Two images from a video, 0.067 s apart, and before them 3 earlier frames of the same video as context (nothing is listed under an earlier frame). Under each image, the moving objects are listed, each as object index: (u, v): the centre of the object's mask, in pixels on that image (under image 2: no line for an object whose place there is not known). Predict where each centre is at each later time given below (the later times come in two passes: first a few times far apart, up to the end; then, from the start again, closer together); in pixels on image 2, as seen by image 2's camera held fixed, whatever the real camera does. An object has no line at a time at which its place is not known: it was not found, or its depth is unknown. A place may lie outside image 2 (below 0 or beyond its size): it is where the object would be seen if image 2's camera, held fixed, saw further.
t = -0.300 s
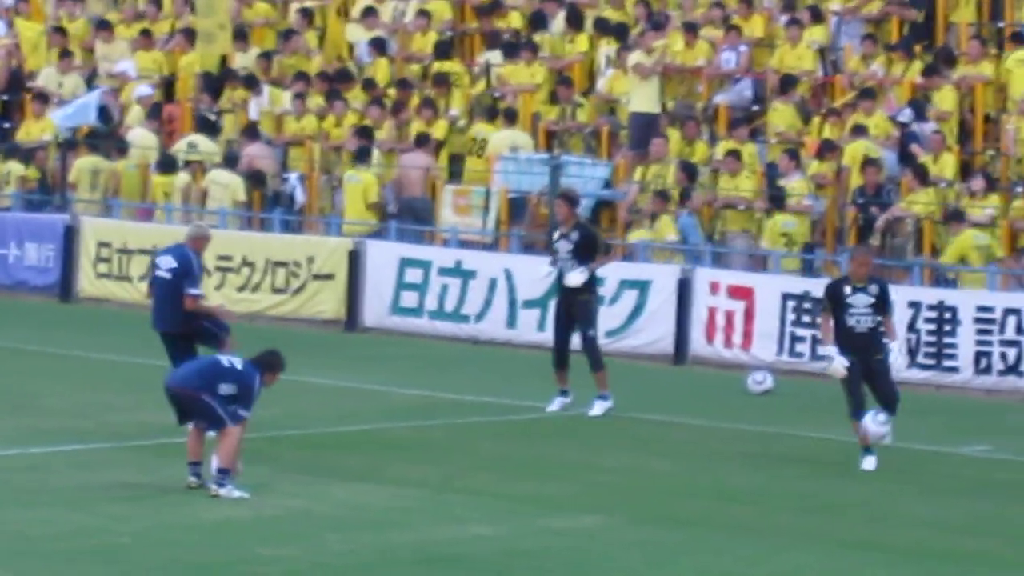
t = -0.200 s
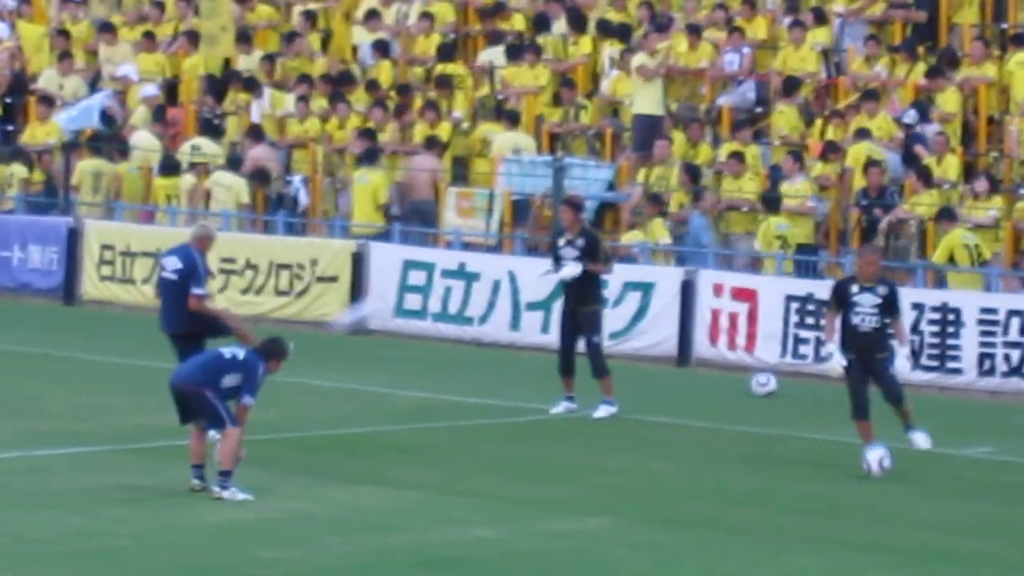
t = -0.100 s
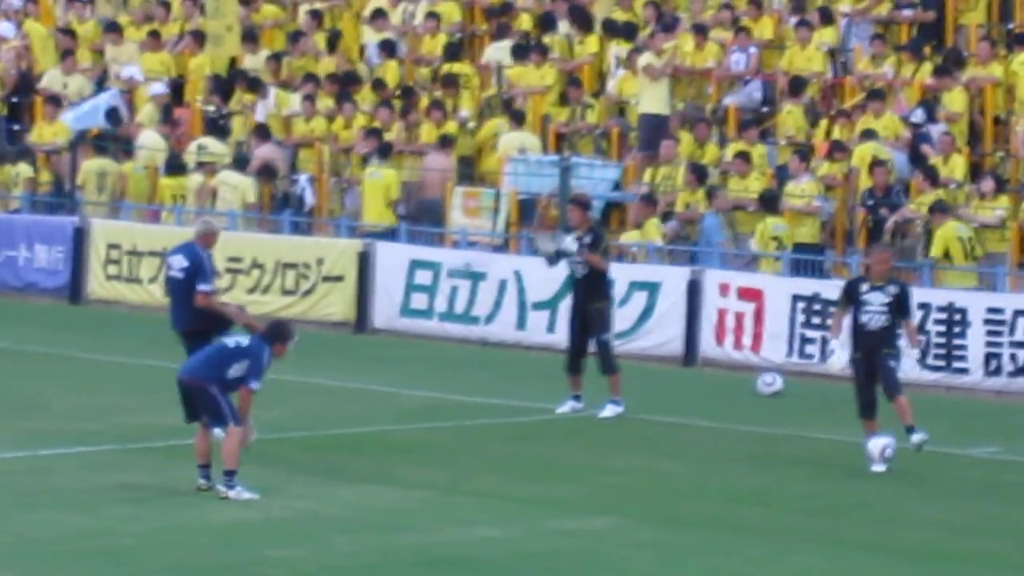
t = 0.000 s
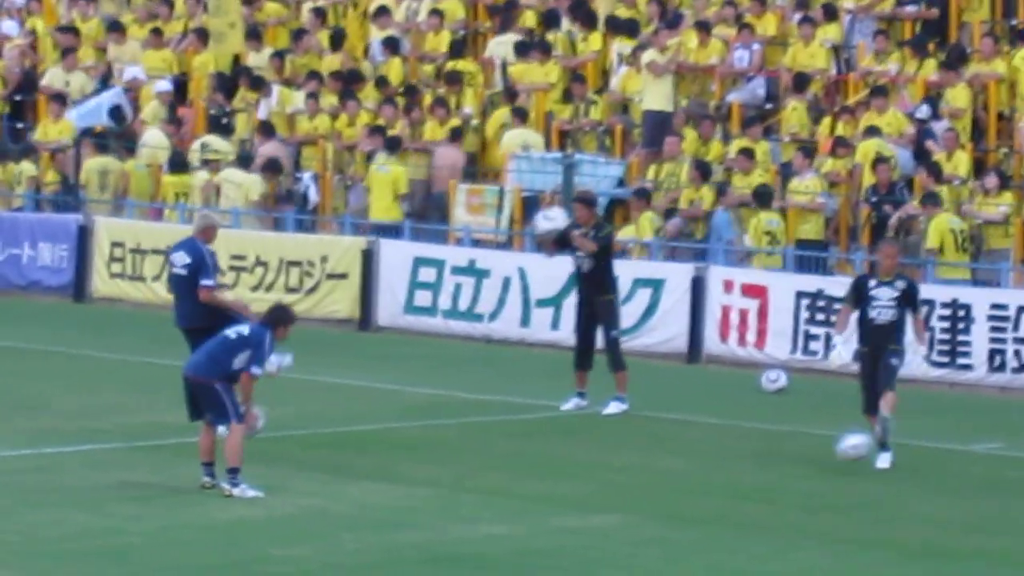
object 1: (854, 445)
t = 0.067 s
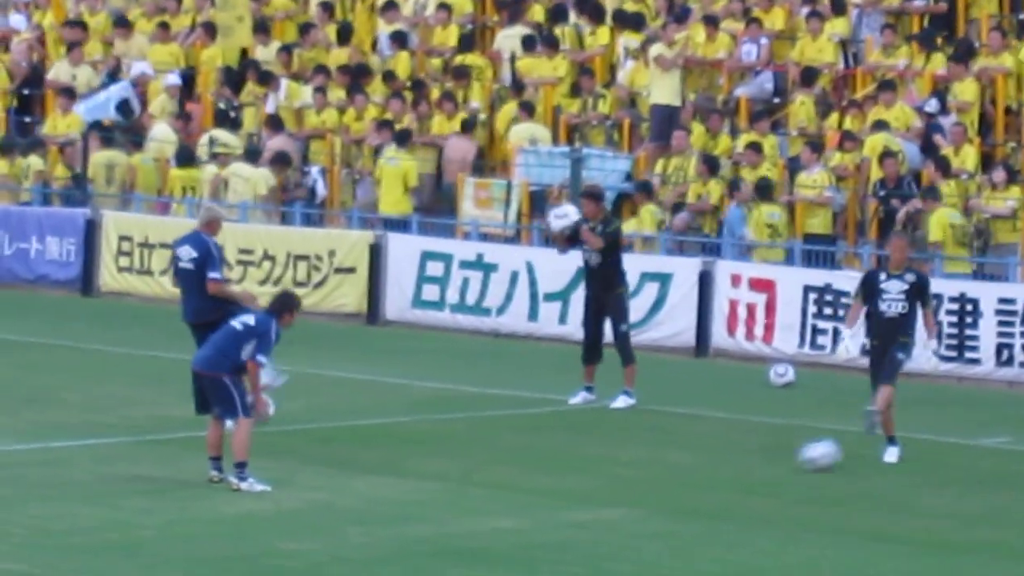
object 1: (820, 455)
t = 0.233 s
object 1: (746, 449)
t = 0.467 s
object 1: (653, 459)
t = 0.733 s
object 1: (551, 468)
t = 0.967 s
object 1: (466, 469)
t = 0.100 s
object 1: (803, 456)
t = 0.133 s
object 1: (789, 453)
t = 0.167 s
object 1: (775, 450)
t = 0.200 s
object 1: (761, 448)
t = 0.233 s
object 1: (746, 449)
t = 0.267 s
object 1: (733, 451)
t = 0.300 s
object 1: (719, 455)
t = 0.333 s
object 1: (705, 459)
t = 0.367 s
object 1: (692, 462)
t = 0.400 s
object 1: (678, 460)
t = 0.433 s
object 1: (666, 458)
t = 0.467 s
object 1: (653, 459)
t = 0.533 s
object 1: (627, 464)
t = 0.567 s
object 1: (613, 465)
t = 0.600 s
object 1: (601, 463)
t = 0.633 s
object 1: (587, 463)
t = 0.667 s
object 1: (576, 465)
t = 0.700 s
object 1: (563, 467)
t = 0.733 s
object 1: (551, 468)
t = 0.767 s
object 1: (539, 466)
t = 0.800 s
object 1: (527, 465)
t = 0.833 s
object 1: (514, 466)
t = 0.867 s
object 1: (502, 468)
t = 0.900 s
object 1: (490, 469)
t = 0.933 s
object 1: (478, 468)
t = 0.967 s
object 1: (466, 469)
